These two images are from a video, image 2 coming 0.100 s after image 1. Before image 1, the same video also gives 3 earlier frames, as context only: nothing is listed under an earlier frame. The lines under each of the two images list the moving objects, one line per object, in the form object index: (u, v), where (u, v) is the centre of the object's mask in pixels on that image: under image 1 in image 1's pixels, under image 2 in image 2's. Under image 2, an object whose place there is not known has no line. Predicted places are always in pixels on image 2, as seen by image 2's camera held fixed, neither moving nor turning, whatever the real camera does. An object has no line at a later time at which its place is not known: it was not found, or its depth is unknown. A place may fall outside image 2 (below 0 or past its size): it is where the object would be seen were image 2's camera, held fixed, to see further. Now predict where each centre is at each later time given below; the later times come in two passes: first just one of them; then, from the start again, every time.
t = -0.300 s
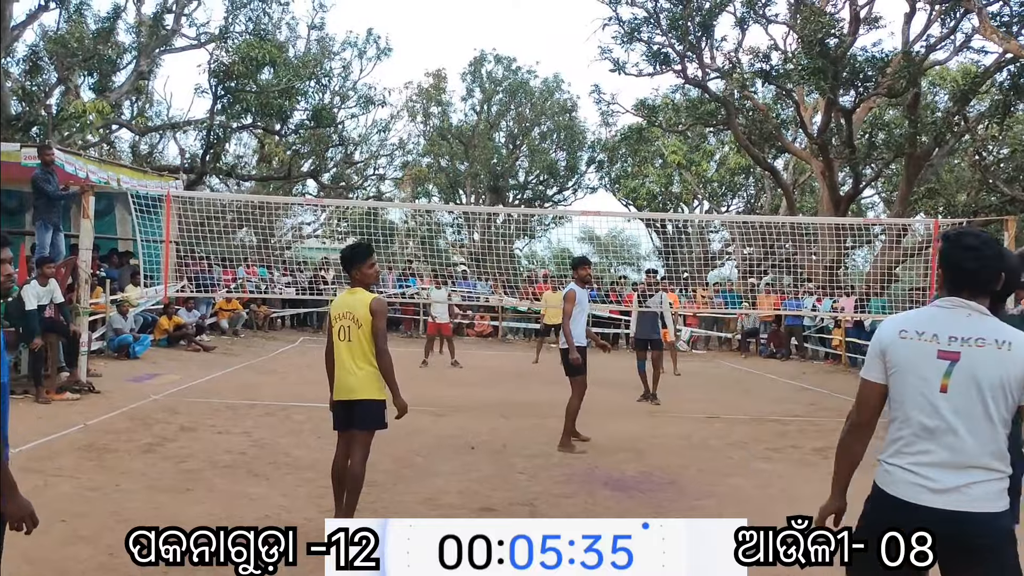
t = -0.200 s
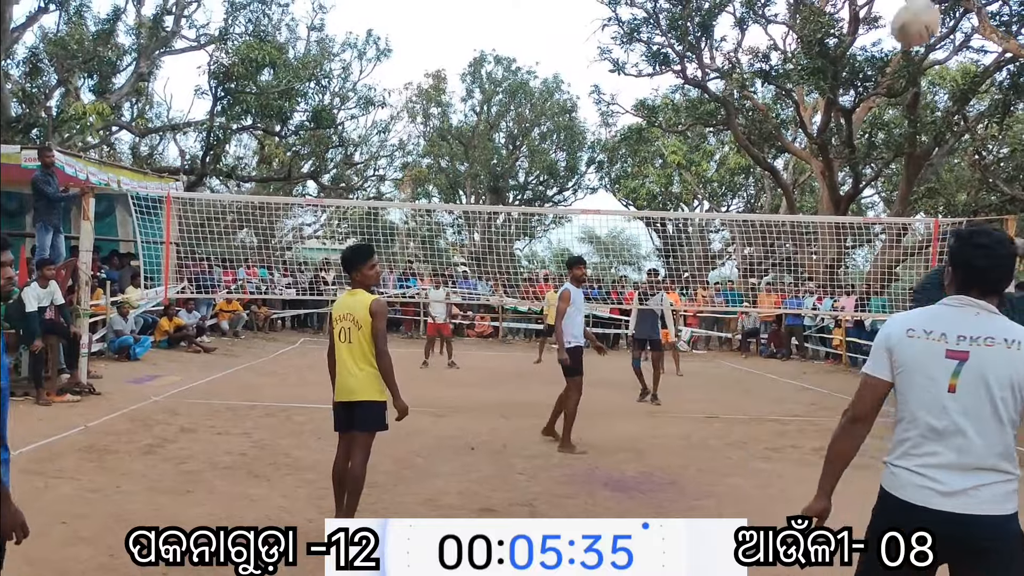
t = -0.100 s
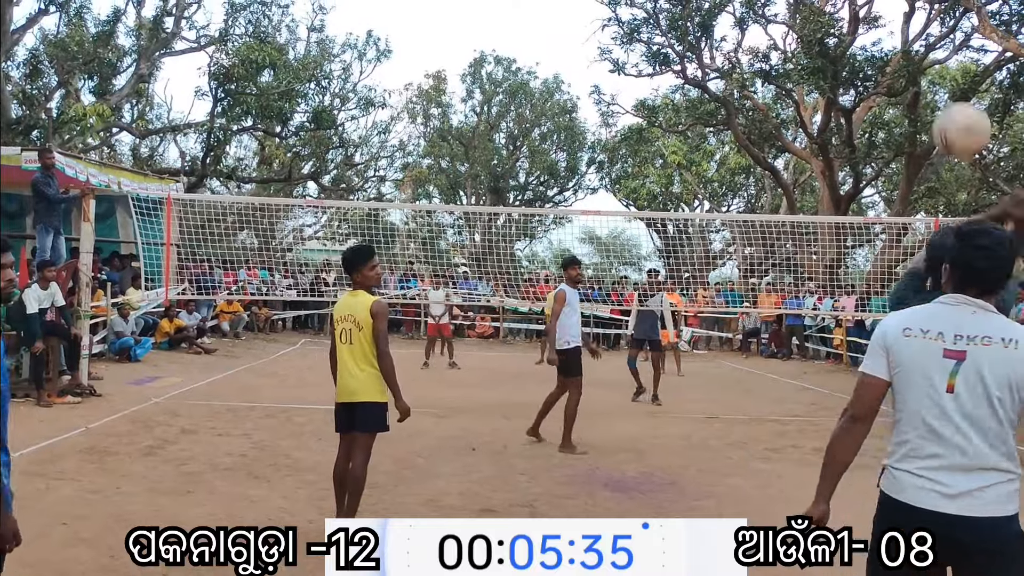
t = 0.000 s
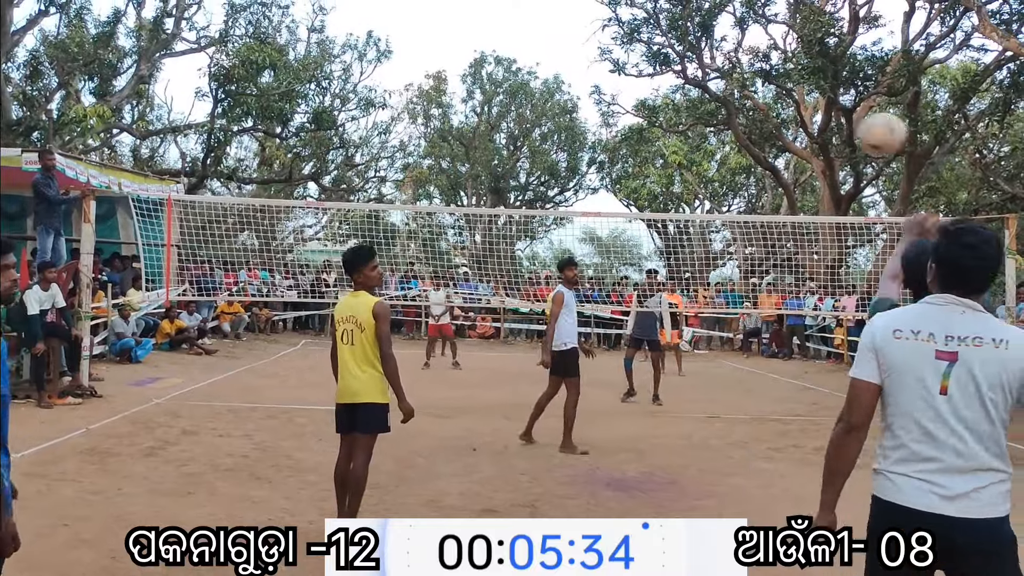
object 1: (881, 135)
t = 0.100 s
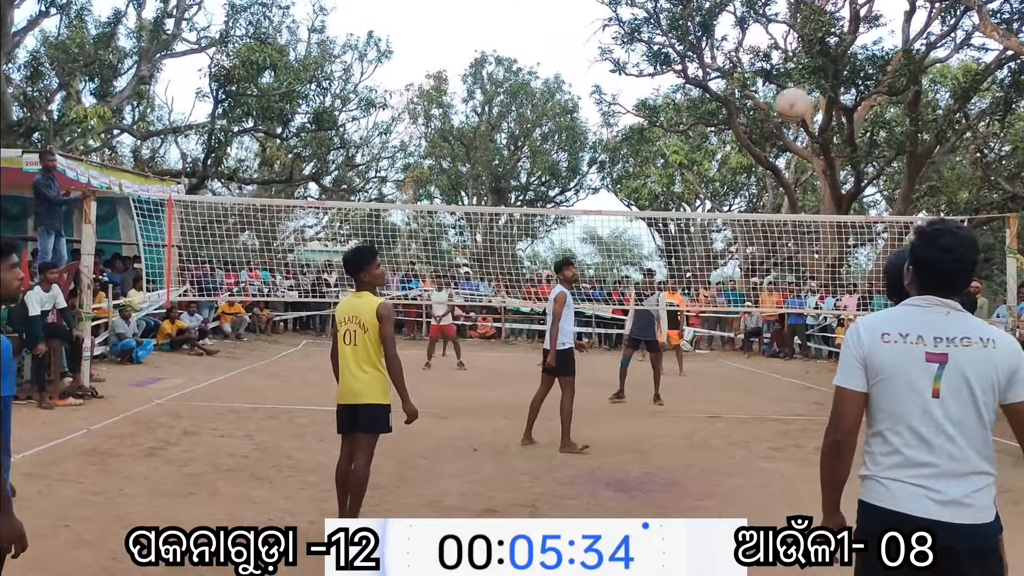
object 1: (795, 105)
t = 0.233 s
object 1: (719, 100)
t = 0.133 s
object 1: (770, 101)
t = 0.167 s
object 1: (752, 100)
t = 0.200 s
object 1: (734, 99)
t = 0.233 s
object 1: (719, 100)
